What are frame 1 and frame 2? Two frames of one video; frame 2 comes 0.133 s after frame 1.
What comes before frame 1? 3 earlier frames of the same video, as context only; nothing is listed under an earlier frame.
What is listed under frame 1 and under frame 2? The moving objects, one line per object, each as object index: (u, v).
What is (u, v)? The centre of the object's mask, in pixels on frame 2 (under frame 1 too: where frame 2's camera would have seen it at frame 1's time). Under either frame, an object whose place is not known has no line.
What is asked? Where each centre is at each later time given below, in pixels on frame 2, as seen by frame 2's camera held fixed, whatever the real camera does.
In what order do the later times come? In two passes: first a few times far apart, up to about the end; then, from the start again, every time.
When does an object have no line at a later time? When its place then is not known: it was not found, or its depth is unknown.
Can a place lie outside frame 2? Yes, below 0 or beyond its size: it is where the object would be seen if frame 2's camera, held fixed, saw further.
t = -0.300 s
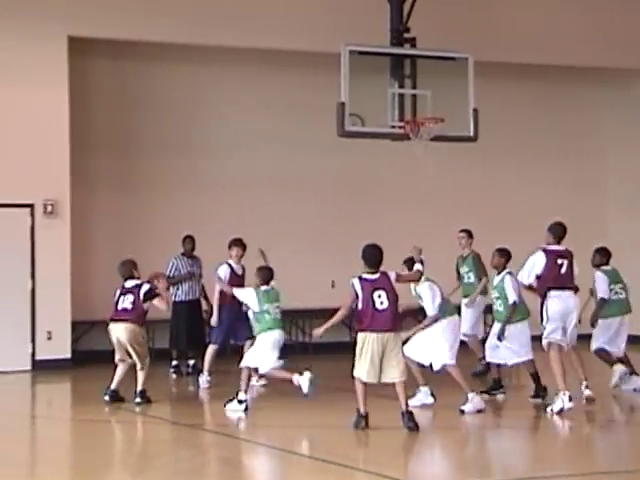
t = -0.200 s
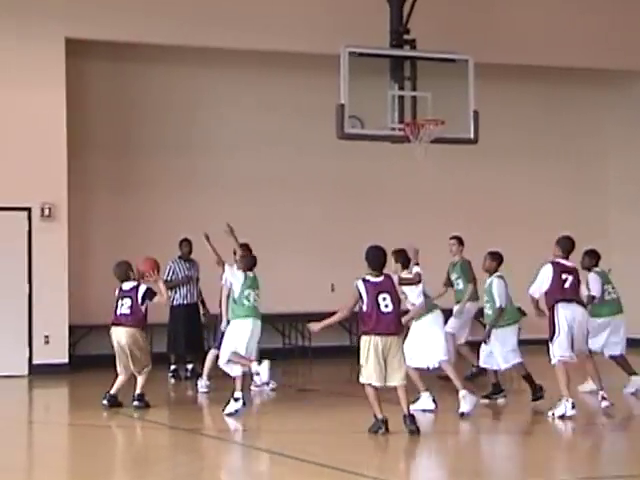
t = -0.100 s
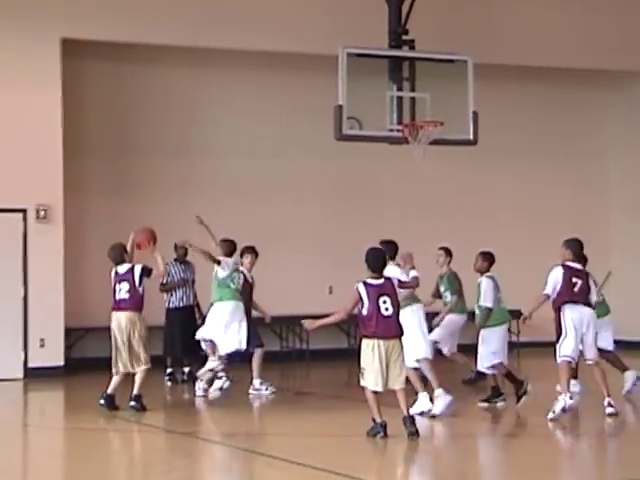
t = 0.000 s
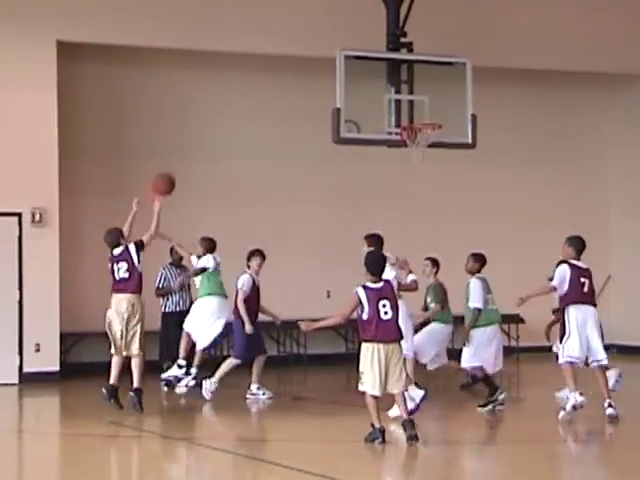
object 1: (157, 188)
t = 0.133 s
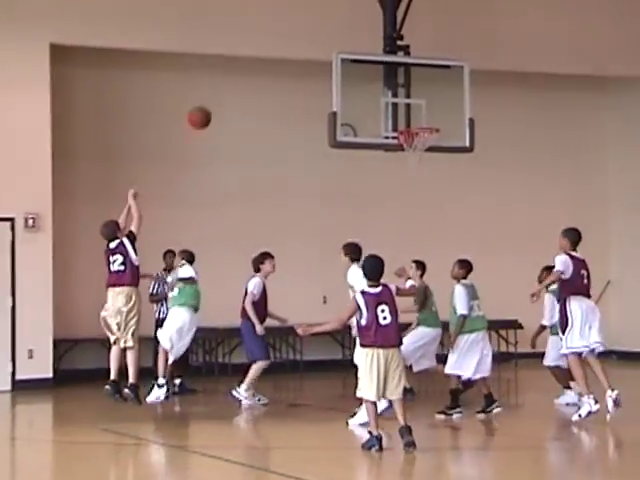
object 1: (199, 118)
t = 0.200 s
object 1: (219, 91)
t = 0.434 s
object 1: (285, 34)
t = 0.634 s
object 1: (336, 28)
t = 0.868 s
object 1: (391, 64)
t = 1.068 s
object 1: (433, 122)
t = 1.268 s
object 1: (421, 118)
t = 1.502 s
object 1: (426, 126)
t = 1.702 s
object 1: (412, 136)
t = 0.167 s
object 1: (209, 103)
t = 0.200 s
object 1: (219, 91)
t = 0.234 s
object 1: (229, 80)
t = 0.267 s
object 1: (238, 69)
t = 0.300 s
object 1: (247, 60)
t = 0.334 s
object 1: (257, 53)
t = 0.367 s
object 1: (267, 45)
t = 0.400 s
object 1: (276, 39)
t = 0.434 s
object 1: (285, 34)
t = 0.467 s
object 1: (294, 31)
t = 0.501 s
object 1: (302, 28)
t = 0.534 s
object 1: (311, 26)
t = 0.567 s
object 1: (319, 26)
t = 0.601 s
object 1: (328, 27)
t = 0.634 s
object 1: (336, 28)
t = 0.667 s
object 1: (344, 31)
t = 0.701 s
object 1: (352, 34)
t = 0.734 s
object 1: (361, 38)
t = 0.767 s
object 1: (369, 43)
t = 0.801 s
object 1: (376, 50)
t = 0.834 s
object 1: (384, 56)
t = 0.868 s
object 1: (391, 64)
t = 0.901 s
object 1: (398, 73)
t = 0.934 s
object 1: (408, 82)
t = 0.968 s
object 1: (414, 93)
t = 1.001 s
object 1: (422, 104)
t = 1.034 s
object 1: (429, 116)
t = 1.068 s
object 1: (433, 122)
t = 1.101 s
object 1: (430, 119)
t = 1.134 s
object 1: (429, 118)
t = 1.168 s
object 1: (426, 117)
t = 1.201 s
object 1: (424, 117)
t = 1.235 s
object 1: (422, 118)
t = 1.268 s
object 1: (421, 118)
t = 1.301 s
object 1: (423, 118)
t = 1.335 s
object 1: (424, 119)
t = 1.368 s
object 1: (426, 120)
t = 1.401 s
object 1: (428, 123)
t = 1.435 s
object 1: (430, 125)
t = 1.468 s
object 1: (429, 125)
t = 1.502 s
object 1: (426, 126)
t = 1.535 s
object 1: (424, 127)
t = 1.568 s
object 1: (423, 128)
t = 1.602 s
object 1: (419, 129)
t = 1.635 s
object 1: (417, 131)
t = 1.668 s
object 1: (416, 134)
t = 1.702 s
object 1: (412, 136)
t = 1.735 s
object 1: (411, 141)
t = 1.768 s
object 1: (409, 145)
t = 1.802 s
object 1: (405, 144)
